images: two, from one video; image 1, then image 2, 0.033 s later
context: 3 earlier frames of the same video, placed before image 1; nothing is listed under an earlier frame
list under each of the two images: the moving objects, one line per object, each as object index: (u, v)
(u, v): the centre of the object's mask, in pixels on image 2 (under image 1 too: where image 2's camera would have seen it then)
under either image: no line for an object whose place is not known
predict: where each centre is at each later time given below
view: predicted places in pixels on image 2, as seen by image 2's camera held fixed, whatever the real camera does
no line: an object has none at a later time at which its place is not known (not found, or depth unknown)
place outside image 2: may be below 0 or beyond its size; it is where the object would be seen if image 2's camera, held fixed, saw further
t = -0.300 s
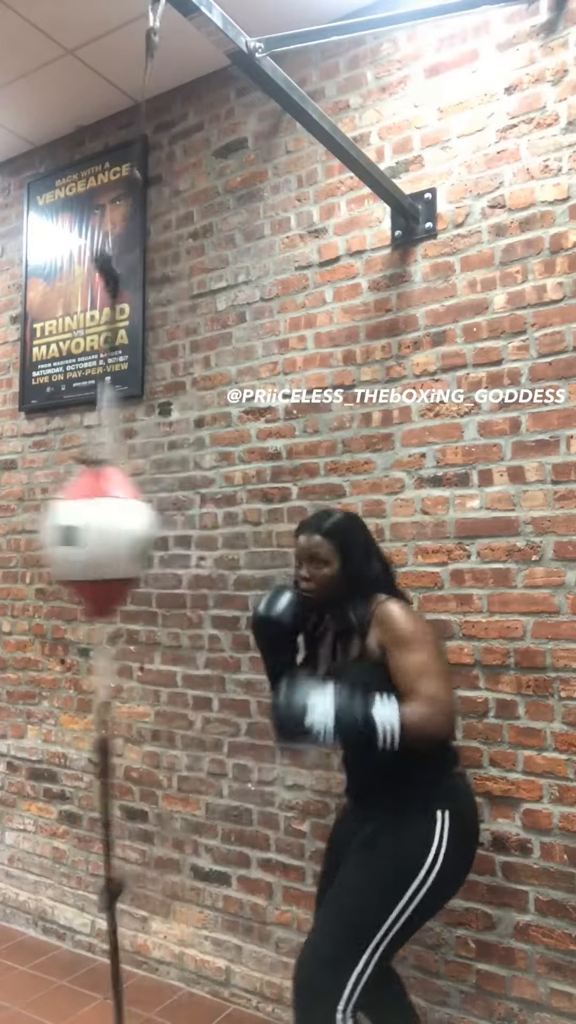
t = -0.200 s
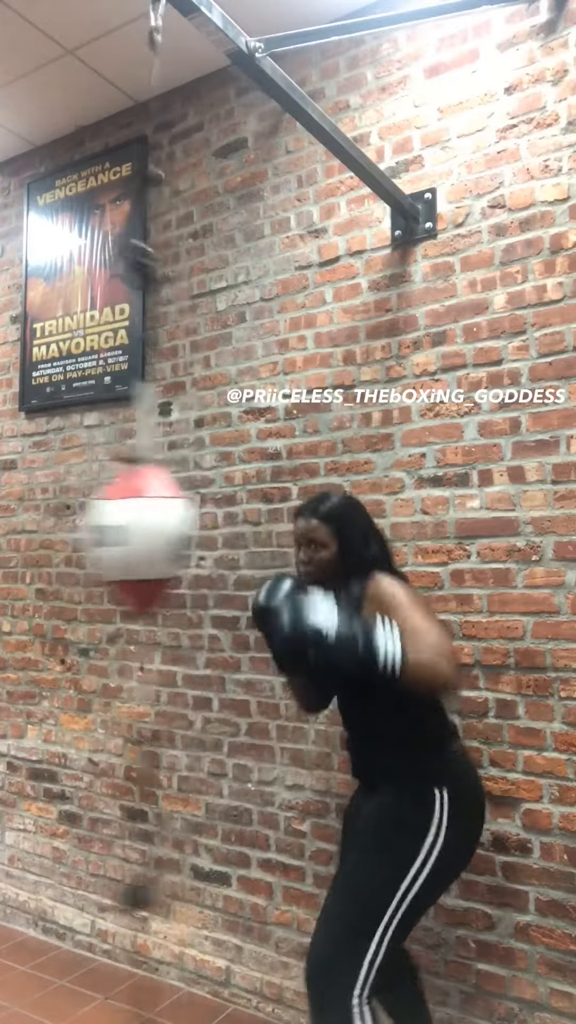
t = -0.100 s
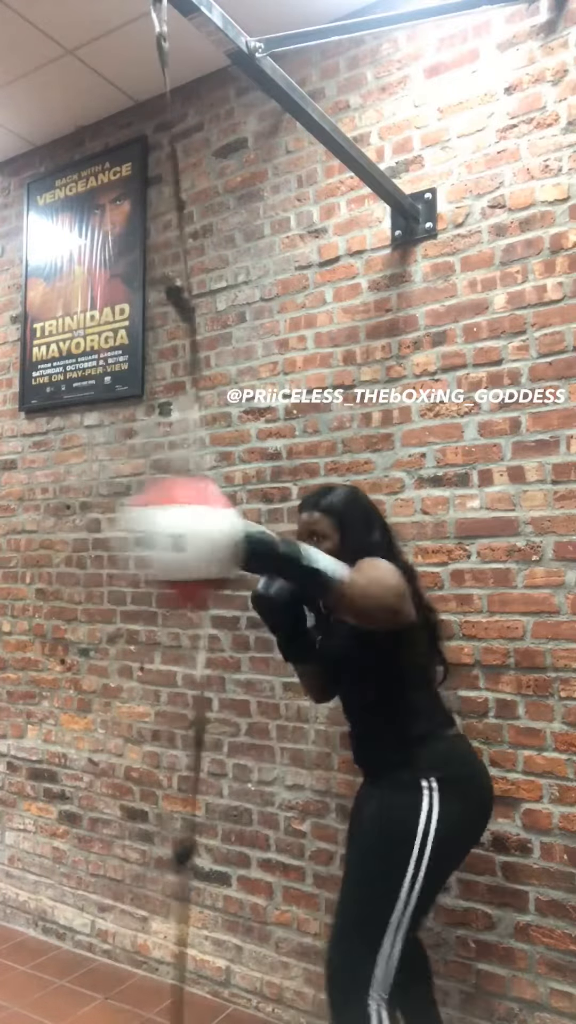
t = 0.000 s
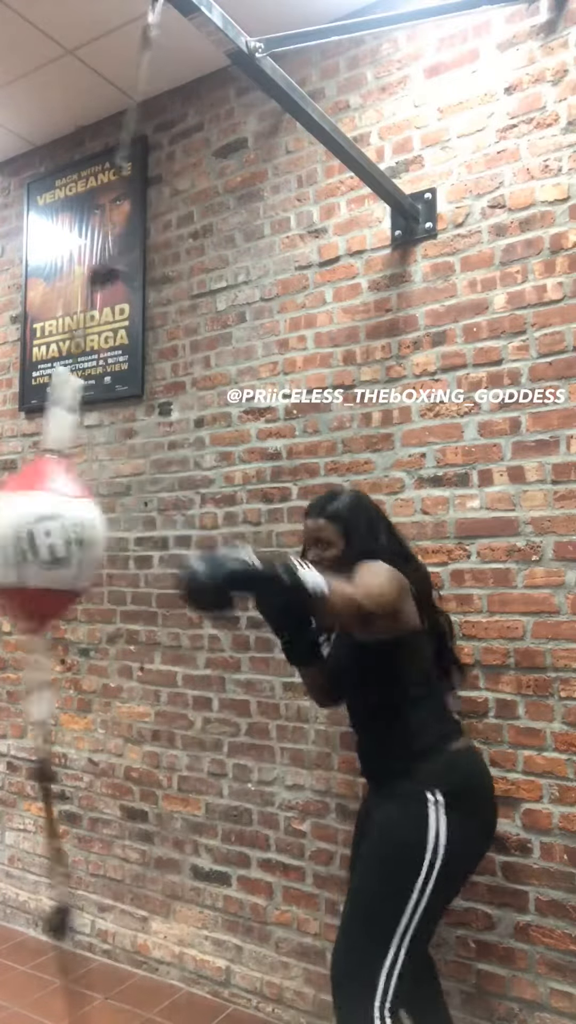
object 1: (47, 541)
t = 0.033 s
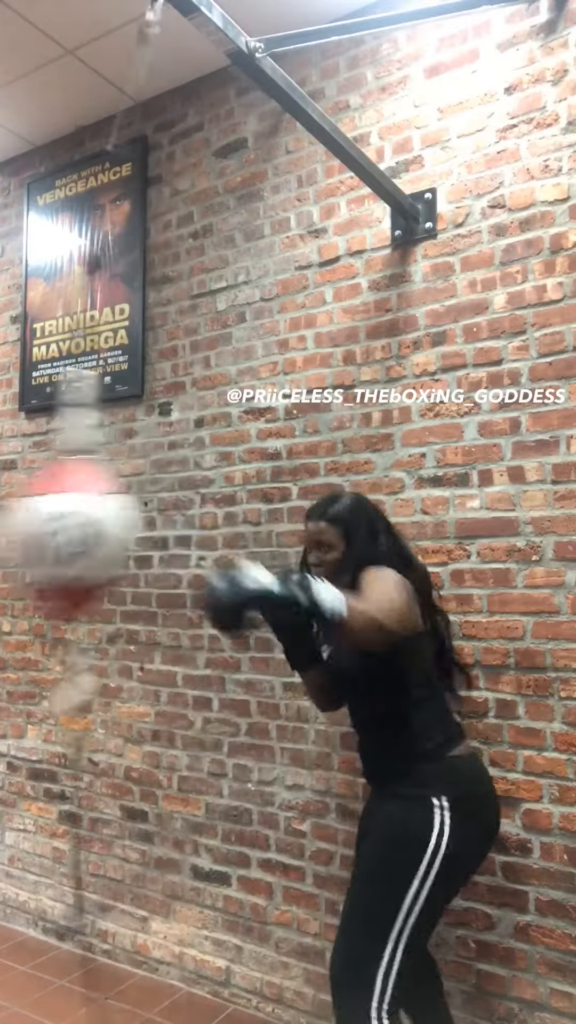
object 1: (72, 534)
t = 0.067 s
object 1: (118, 528)
